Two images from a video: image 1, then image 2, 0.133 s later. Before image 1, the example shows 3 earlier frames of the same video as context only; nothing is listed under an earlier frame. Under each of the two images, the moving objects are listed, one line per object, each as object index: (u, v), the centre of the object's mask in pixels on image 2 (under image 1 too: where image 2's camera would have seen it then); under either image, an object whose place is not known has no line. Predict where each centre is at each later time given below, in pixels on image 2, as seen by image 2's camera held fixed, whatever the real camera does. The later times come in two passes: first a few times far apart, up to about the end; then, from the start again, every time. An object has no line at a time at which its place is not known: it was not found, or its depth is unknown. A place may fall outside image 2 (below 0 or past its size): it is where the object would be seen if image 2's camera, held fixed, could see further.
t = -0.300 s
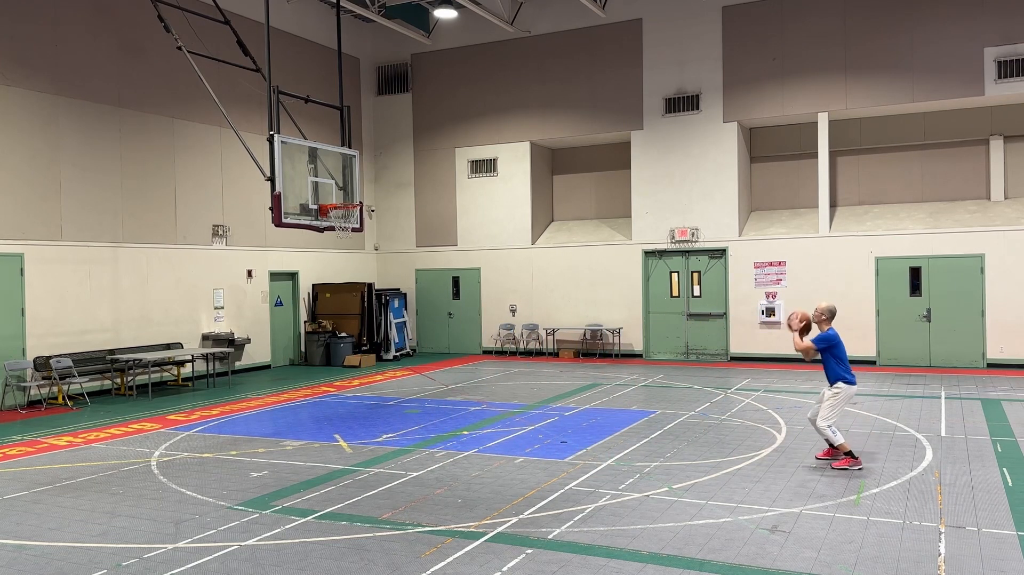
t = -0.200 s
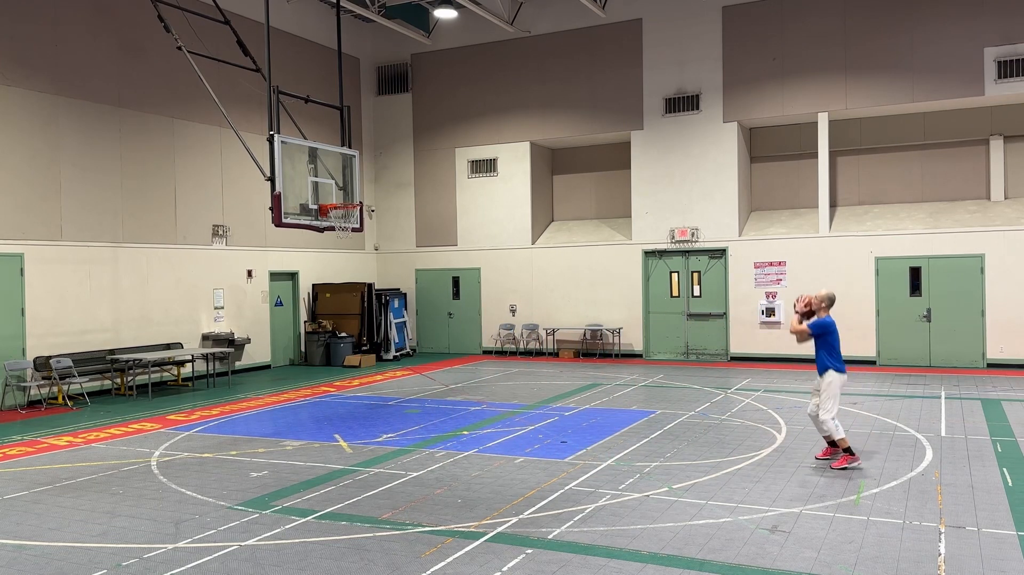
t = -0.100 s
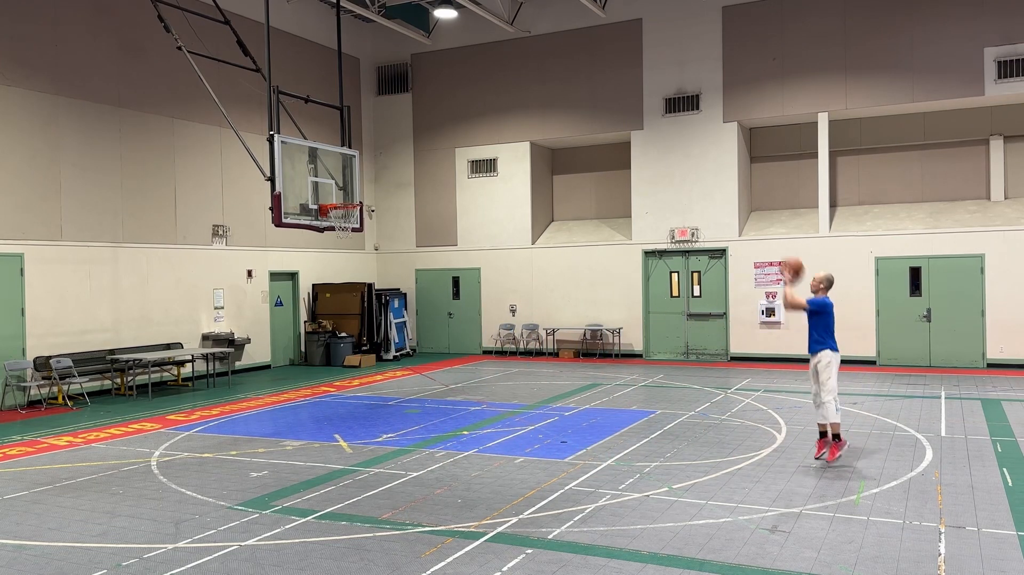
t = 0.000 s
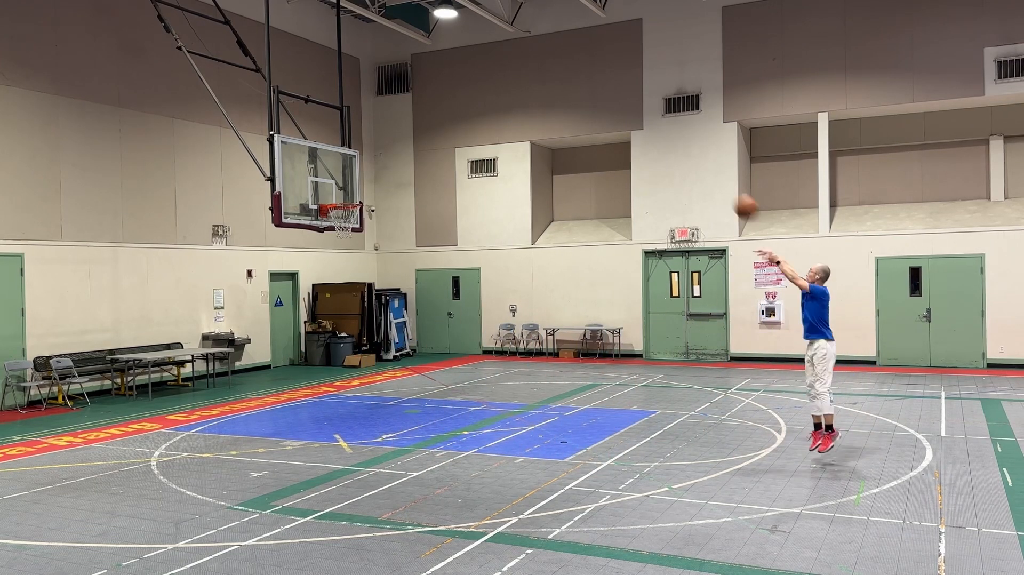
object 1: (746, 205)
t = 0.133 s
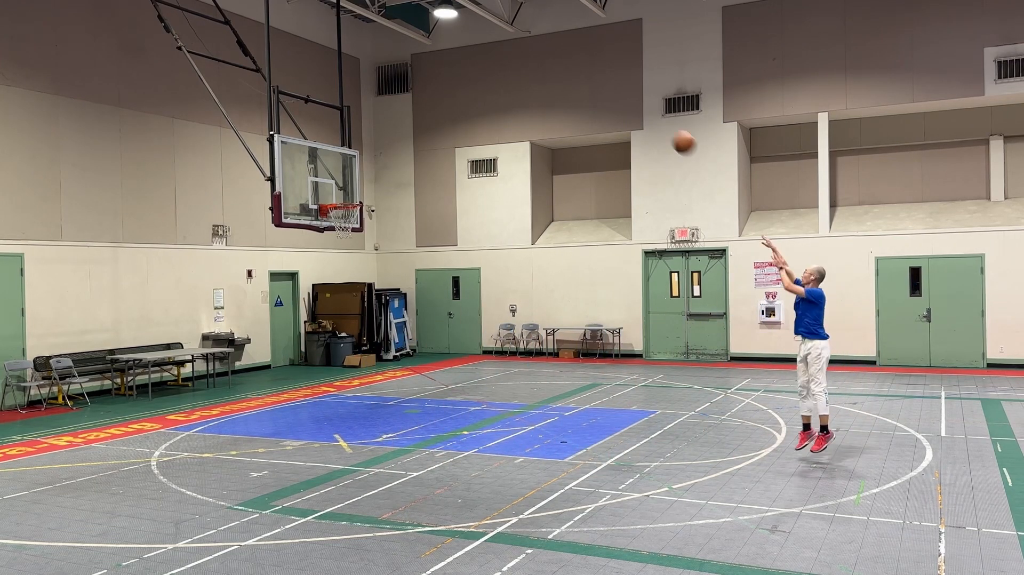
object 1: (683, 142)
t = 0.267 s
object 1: (628, 97)
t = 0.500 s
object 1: (543, 60)
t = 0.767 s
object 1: (461, 72)
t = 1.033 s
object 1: (390, 131)
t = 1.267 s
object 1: (340, 198)
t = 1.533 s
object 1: (333, 162)
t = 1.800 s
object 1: (329, 166)
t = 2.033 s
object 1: (325, 216)
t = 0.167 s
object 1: (669, 129)
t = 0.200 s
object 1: (655, 117)
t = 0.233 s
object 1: (641, 106)
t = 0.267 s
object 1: (628, 97)
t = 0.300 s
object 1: (615, 88)
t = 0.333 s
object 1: (603, 81)
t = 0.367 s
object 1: (590, 75)
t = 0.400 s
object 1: (578, 70)
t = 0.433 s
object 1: (566, 65)
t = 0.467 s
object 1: (555, 62)
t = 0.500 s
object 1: (543, 60)
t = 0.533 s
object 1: (533, 59)
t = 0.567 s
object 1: (522, 58)
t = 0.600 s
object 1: (511, 58)
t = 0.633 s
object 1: (500, 60)
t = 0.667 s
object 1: (490, 61)
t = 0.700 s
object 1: (480, 64)
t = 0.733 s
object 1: (470, 68)
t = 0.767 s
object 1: (461, 72)
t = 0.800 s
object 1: (451, 77)
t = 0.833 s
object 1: (442, 83)
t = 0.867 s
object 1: (433, 89)
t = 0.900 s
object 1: (424, 96)
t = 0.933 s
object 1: (415, 104)
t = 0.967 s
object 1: (407, 112)
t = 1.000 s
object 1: (398, 121)
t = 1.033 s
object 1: (390, 131)
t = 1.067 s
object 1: (383, 140)
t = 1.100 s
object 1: (375, 151)
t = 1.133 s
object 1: (367, 162)
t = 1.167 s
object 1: (360, 174)
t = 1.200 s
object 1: (352, 186)
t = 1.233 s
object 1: (344, 197)
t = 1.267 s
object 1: (340, 198)
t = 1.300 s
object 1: (338, 196)
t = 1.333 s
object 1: (337, 191)
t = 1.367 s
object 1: (336, 184)
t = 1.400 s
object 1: (336, 178)
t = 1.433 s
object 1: (335, 173)
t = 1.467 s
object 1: (335, 169)
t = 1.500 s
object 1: (334, 165)
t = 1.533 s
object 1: (333, 162)
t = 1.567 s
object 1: (333, 160)
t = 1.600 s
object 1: (332, 158)
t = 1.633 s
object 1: (331, 157)
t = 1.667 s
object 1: (331, 158)
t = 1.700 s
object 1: (330, 158)
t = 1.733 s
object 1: (330, 160)
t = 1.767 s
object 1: (329, 163)
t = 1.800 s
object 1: (329, 166)
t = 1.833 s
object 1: (328, 170)
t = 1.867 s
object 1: (328, 175)
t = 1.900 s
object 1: (327, 182)
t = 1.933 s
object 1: (327, 189)
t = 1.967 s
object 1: (326, 197)
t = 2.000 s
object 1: (326, 206)
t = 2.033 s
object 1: (325, 216)
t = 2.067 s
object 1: (325, 226)
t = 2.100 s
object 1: (325, 239)
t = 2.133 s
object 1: (324, 252)
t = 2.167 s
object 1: (325, 266)
